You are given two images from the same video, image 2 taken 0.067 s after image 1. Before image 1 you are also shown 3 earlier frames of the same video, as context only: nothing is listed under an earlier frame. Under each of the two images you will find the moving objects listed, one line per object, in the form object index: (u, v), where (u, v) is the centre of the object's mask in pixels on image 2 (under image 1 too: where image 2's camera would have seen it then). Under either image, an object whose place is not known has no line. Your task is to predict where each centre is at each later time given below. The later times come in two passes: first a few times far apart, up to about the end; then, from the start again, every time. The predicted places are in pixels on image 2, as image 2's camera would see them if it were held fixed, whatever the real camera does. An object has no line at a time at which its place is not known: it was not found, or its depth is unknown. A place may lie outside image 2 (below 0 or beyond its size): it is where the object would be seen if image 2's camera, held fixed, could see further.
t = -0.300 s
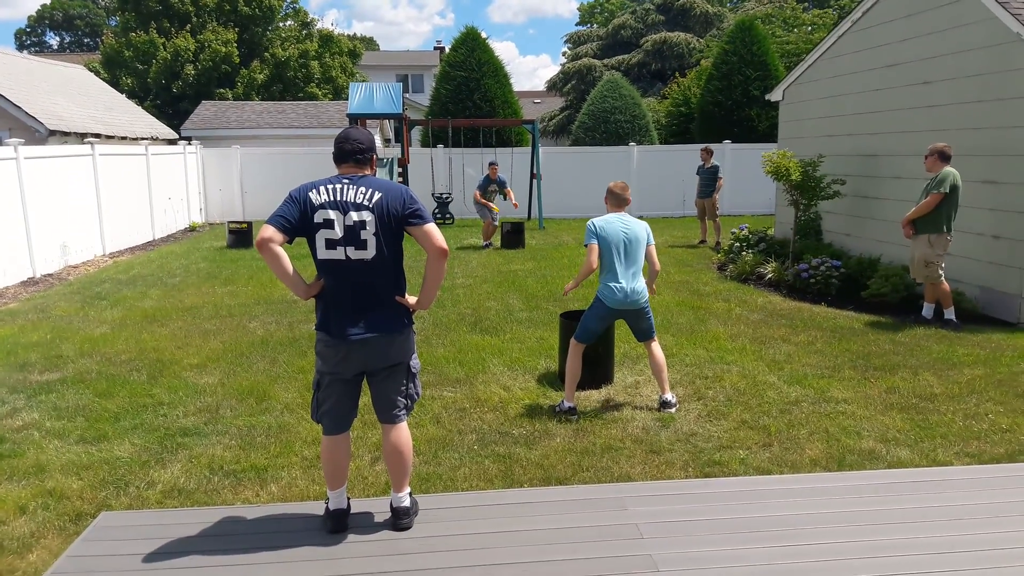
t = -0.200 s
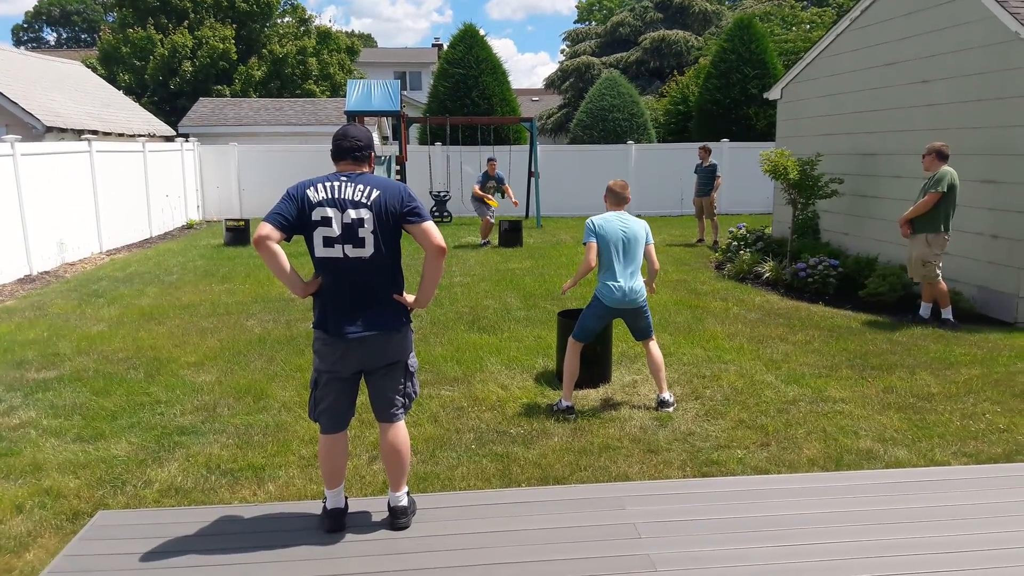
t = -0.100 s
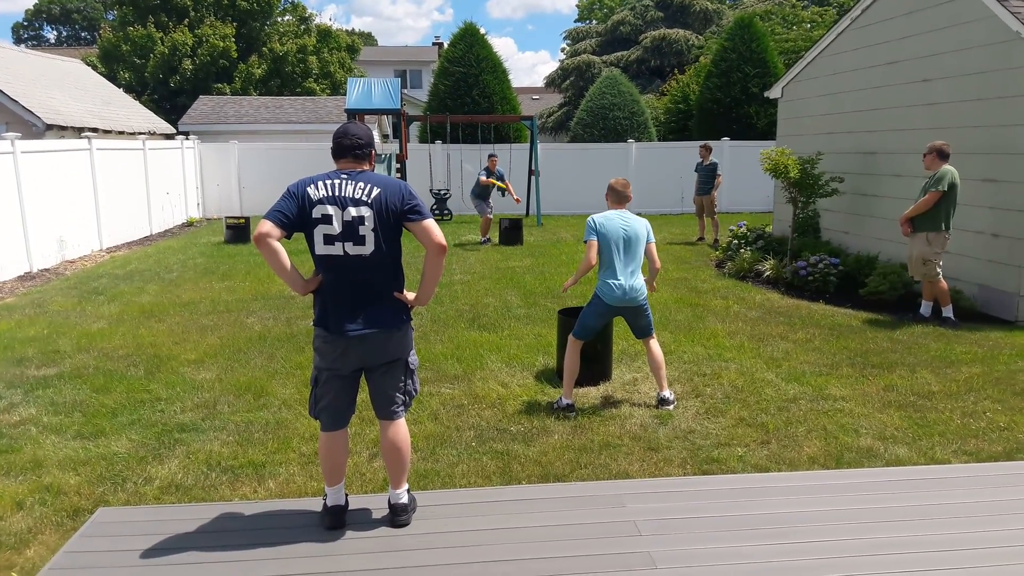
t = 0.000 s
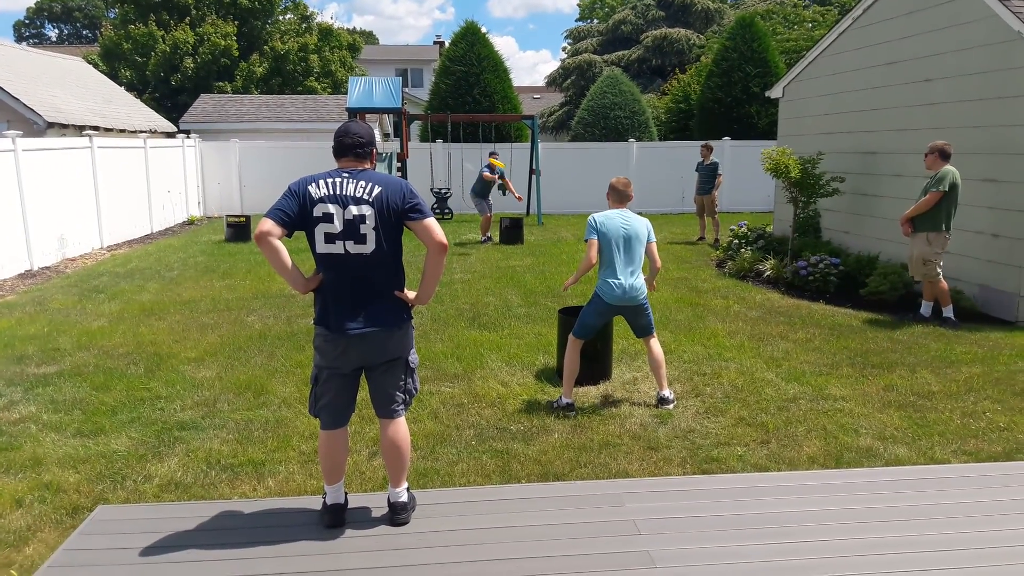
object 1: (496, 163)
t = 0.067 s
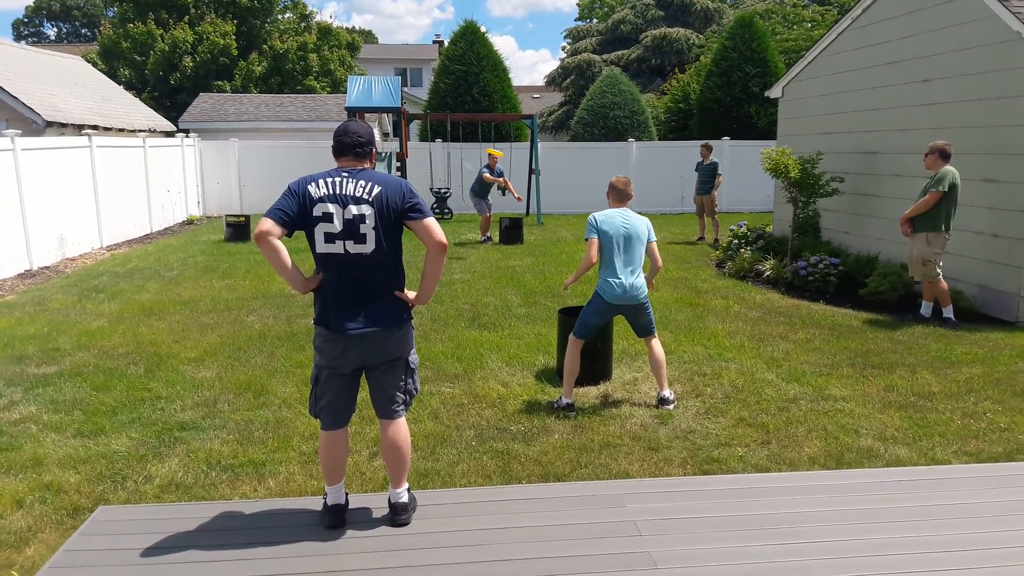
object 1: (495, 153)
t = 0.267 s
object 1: (490, 133)
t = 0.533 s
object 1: (491, 131)
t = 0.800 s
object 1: (508, 160)
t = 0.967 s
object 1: (531, 196)
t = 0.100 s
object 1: (493, 148)
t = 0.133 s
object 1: (493, 144)
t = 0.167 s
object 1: (492, 140)
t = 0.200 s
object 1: (491, 138)
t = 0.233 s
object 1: (491, 135)
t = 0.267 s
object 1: (490, 133)
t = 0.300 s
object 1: (490, 131)
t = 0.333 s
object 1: (489, 130)
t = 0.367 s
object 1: (489, 129)
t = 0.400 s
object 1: (489, 129)
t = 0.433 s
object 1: (490, 129)
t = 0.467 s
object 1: (490, 129)
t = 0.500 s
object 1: (491, 130)
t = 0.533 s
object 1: (491, 131)
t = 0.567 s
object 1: (493, 133)
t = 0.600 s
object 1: (494, 136)
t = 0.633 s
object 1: (495, 138)
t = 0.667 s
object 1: (497, 142)
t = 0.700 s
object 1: (499, 145)
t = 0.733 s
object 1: (502, 149)
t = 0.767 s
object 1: (505, 154)
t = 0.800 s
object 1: (508, 160)
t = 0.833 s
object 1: (511, 166)
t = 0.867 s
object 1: (516, 173)
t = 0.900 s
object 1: (520, 180)
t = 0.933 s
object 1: (525, 188)
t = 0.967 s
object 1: (531, 196)
